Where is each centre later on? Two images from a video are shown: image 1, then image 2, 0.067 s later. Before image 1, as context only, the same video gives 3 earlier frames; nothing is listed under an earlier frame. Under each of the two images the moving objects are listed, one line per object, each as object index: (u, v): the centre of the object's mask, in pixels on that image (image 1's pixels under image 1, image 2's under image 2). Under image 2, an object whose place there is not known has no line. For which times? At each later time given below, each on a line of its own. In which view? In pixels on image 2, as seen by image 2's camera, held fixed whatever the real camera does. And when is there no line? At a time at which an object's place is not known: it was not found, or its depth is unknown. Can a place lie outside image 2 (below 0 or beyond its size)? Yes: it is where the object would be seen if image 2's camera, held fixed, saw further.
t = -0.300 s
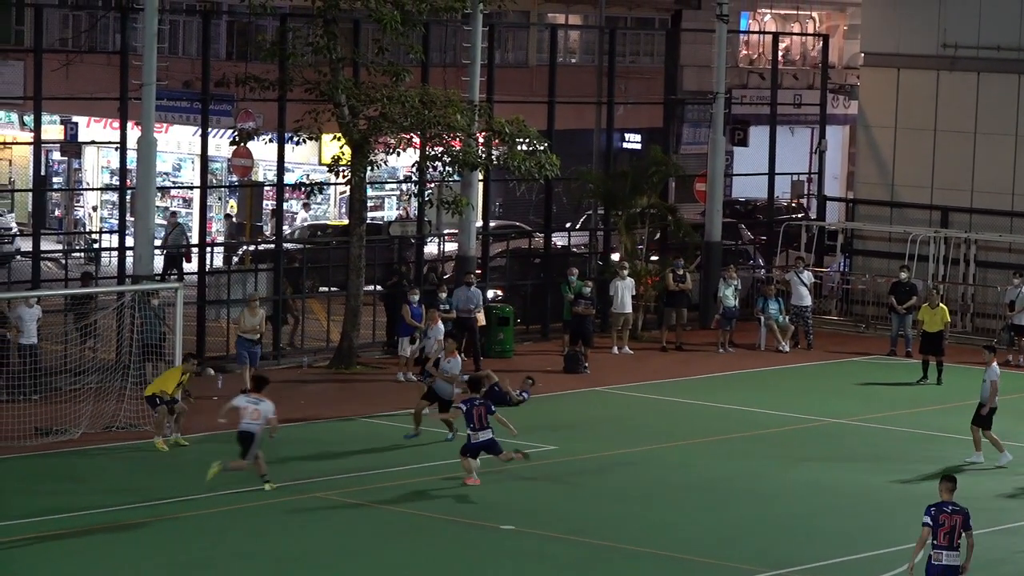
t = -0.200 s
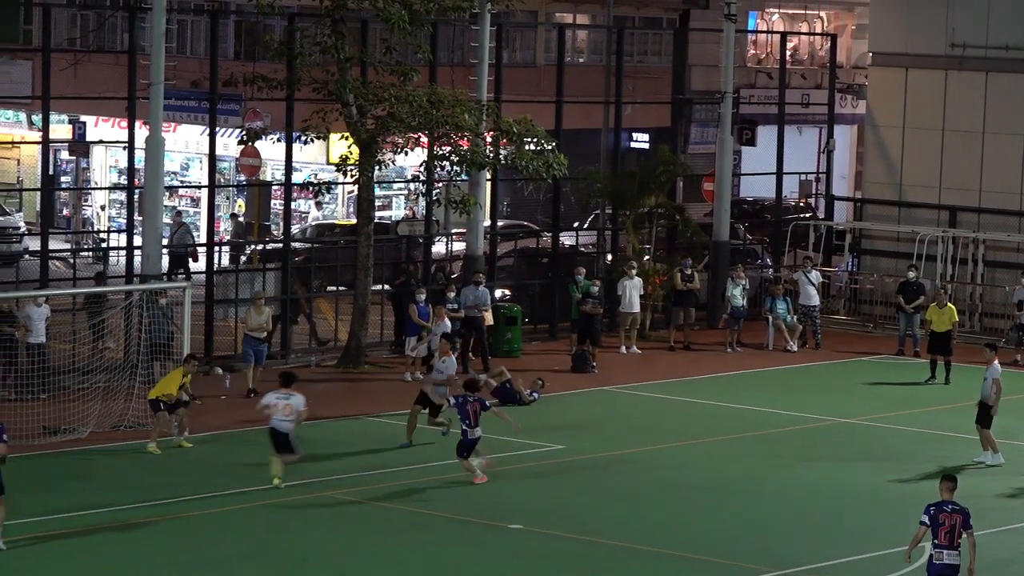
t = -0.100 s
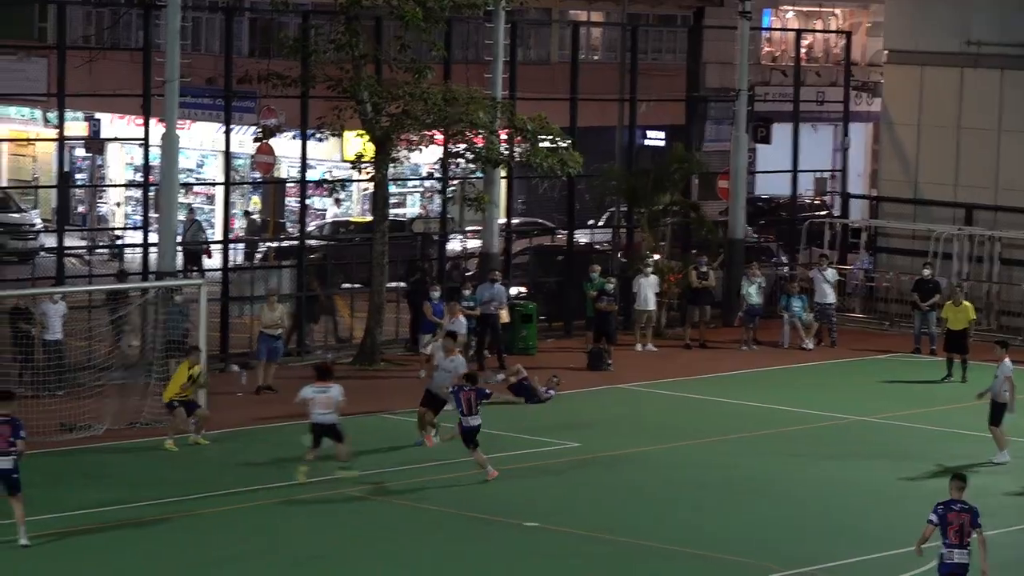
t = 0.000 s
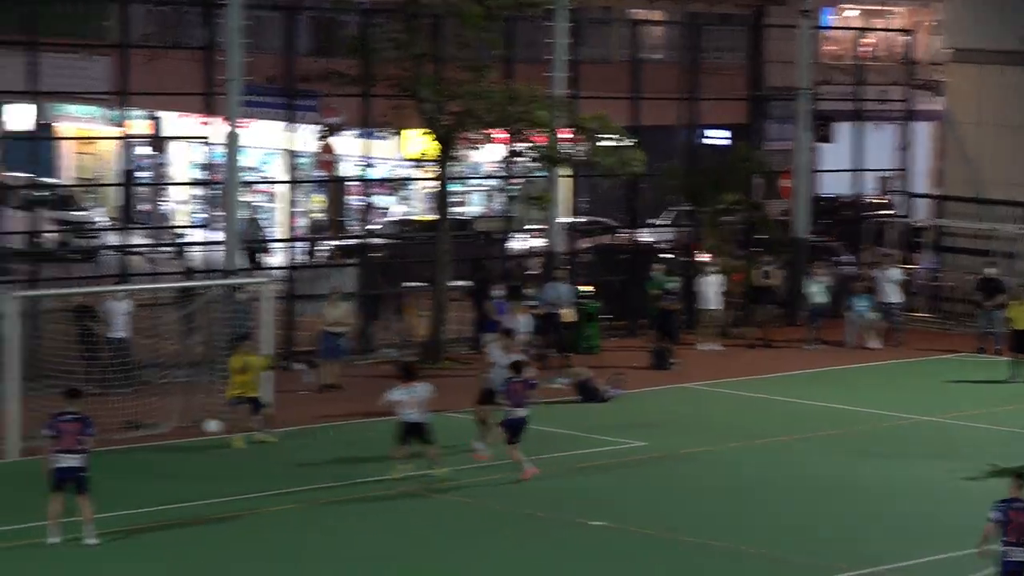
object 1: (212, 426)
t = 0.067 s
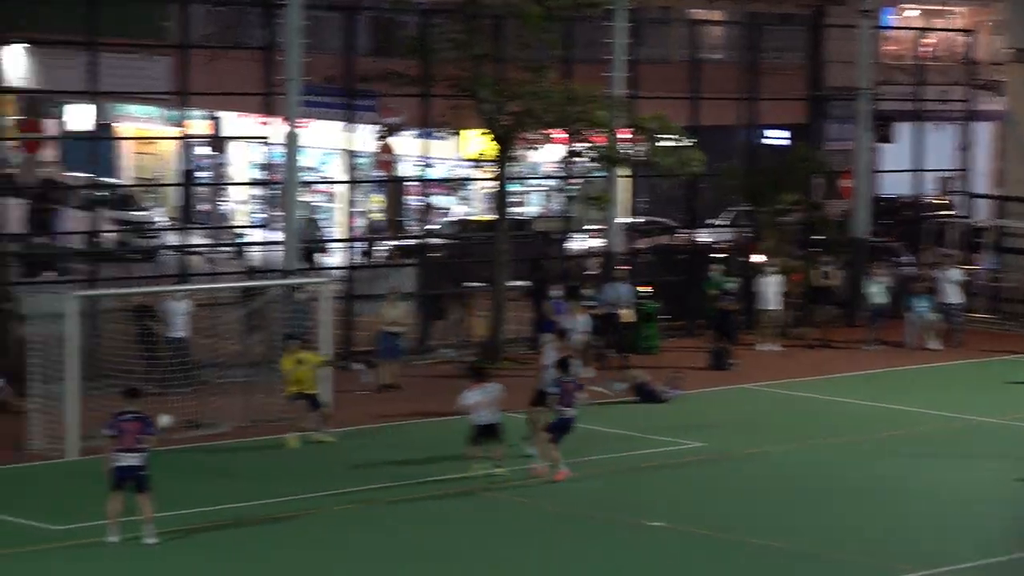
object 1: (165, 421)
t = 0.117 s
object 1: (96, 418)
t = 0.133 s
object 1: (81, 415)
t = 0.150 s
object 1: (61, 409)
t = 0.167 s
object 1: (56, 406)
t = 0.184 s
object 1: (54, 404)
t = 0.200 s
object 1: (54, 403)
